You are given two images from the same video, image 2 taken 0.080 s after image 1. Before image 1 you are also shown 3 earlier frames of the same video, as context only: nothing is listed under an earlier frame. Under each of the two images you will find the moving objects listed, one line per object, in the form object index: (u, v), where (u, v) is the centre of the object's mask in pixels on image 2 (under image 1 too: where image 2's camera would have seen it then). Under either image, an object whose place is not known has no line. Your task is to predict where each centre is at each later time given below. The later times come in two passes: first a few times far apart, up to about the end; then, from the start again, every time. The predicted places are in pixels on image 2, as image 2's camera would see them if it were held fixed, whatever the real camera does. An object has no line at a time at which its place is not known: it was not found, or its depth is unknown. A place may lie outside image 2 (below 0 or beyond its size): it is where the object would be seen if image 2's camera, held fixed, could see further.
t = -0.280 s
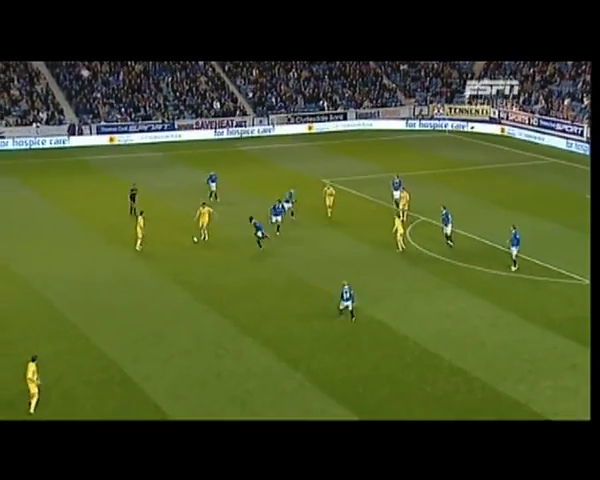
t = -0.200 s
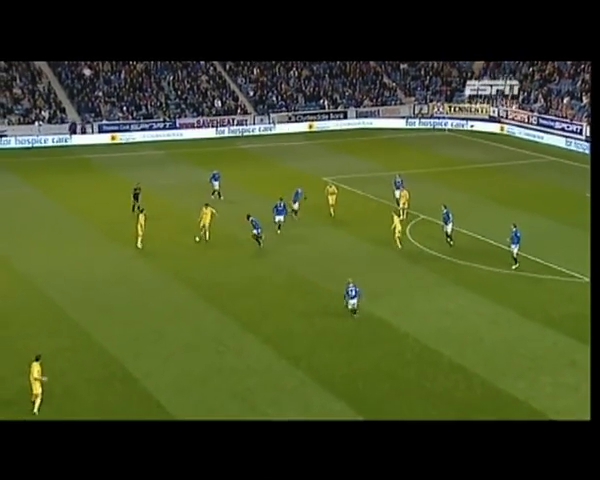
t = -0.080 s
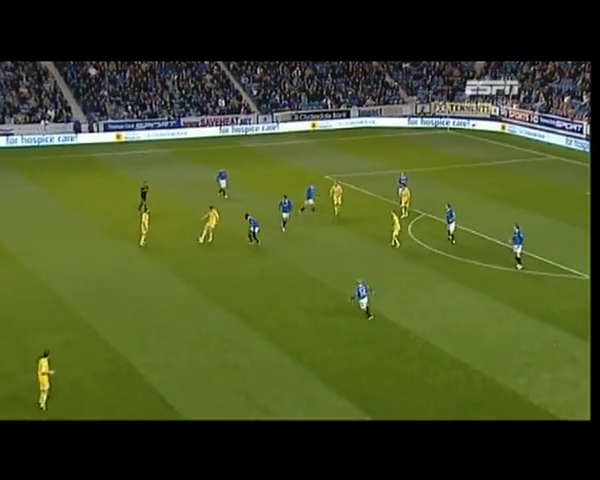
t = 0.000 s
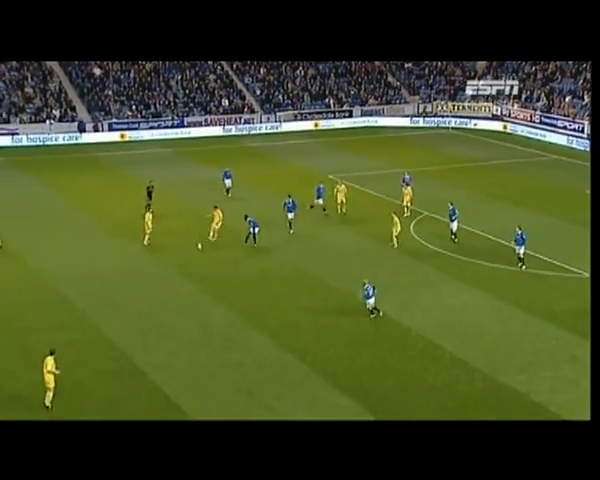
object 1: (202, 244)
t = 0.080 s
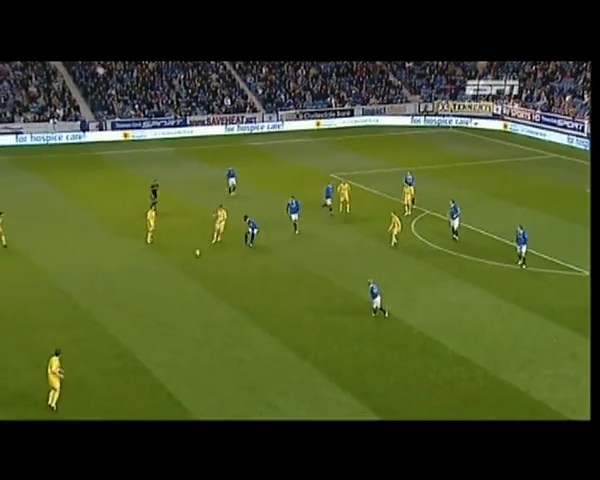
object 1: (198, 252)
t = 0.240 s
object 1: (191, 266)
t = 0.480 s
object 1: (184, 290)
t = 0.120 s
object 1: (195, 257)
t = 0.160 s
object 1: (194, 260)
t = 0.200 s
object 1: (192, 263)
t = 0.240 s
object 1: (191, 266)
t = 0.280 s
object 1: (189, 270)
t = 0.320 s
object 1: (188, 275)
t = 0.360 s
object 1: (187, 280)
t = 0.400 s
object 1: (186, 283)
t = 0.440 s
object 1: (184, 286)
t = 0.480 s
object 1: (184, 290)
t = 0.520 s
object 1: (182, 295)
